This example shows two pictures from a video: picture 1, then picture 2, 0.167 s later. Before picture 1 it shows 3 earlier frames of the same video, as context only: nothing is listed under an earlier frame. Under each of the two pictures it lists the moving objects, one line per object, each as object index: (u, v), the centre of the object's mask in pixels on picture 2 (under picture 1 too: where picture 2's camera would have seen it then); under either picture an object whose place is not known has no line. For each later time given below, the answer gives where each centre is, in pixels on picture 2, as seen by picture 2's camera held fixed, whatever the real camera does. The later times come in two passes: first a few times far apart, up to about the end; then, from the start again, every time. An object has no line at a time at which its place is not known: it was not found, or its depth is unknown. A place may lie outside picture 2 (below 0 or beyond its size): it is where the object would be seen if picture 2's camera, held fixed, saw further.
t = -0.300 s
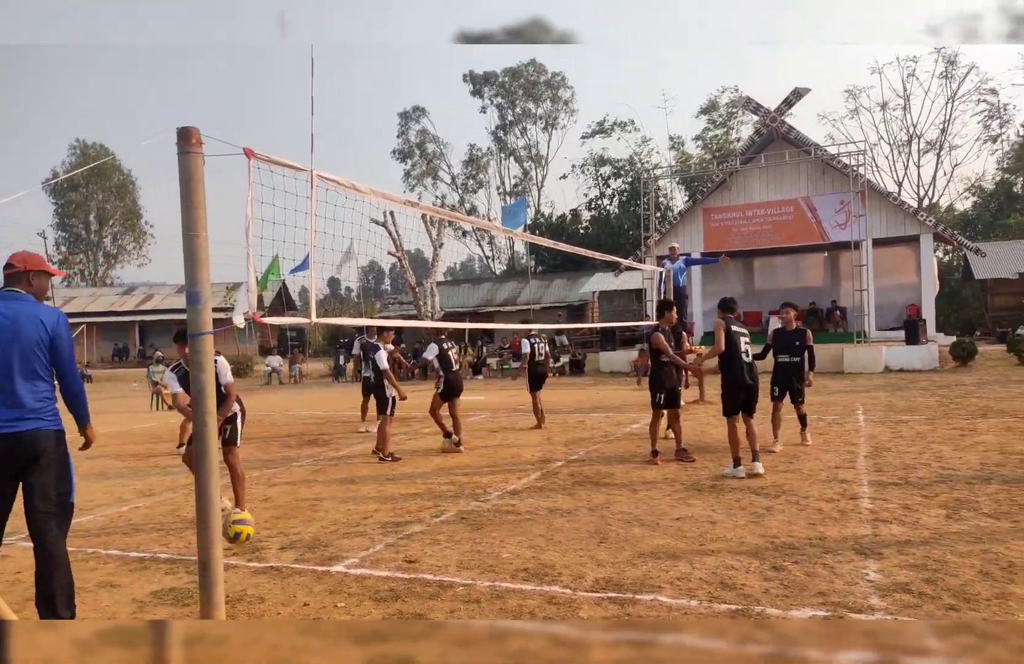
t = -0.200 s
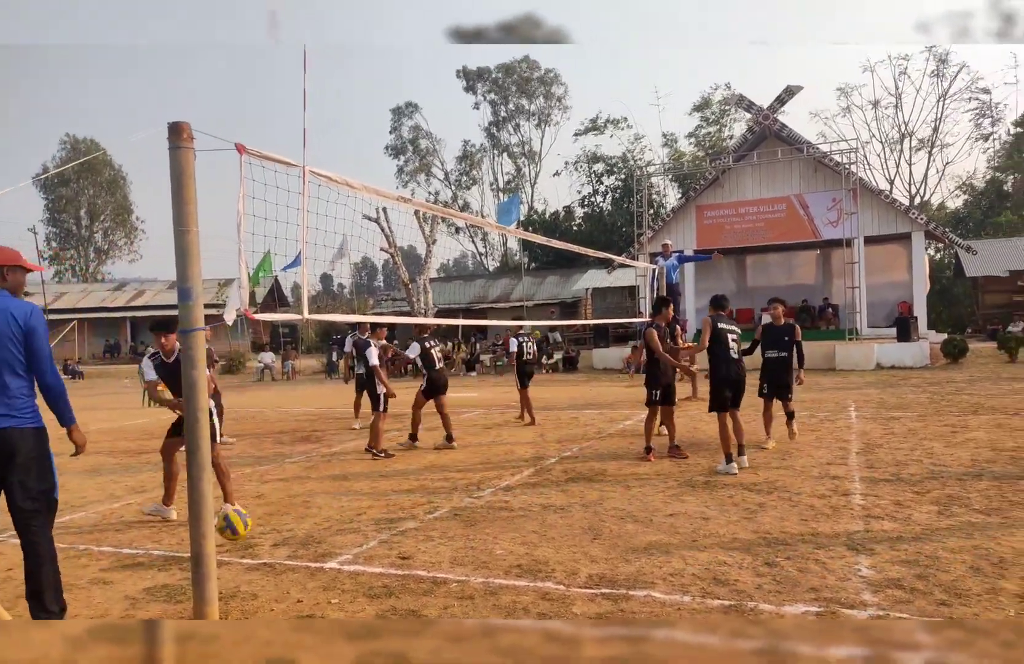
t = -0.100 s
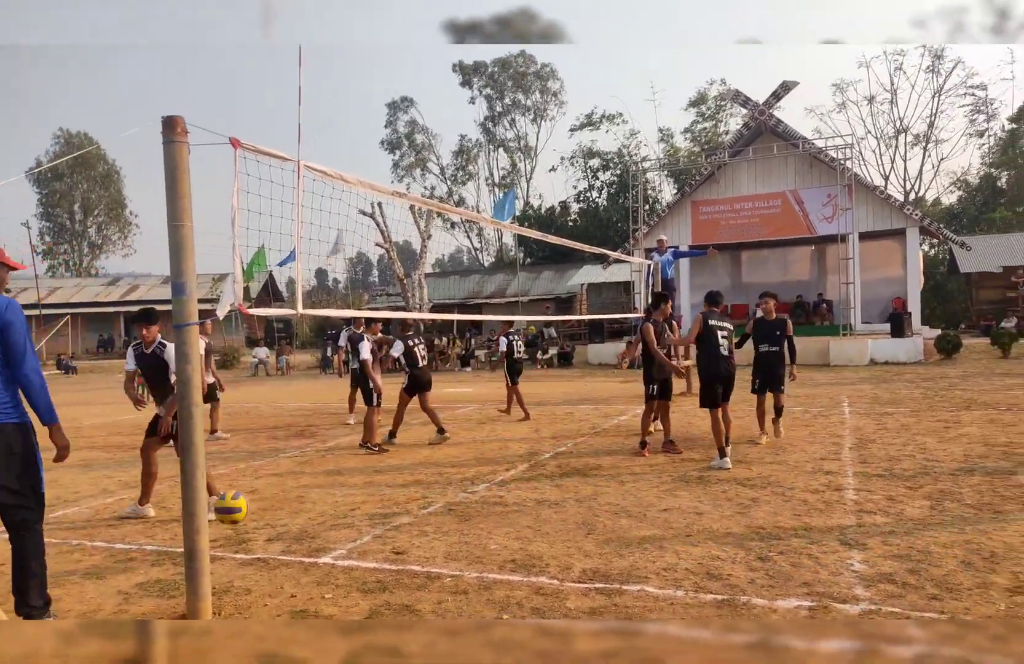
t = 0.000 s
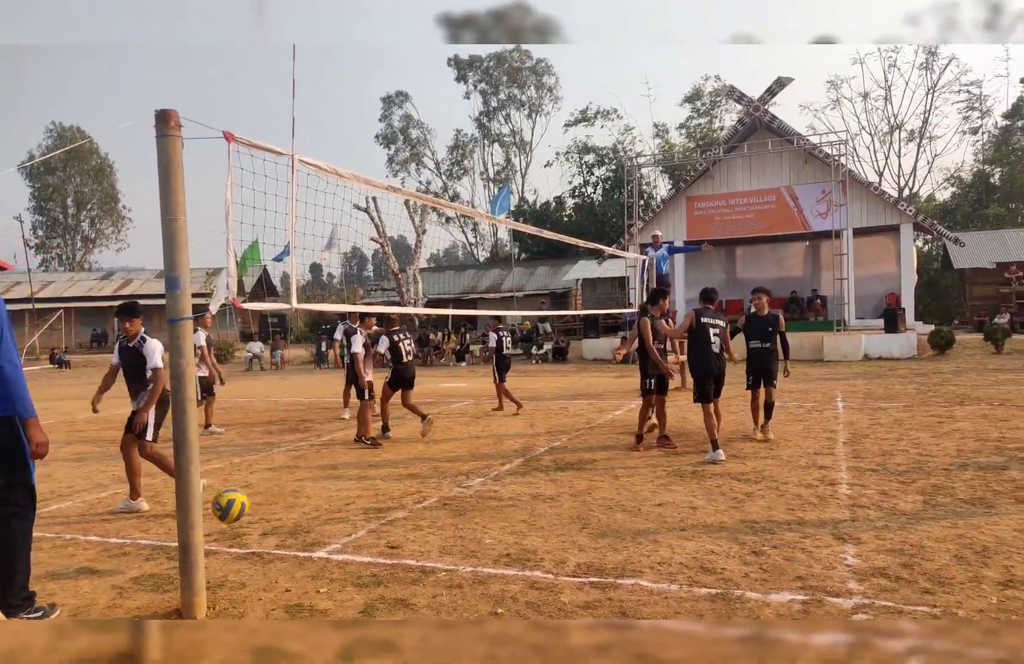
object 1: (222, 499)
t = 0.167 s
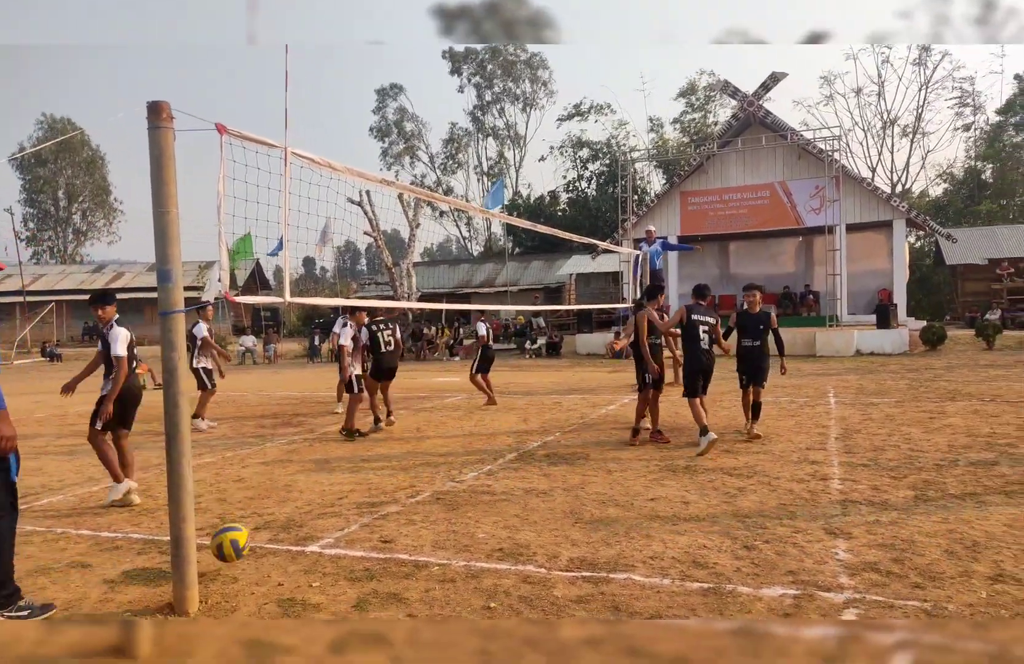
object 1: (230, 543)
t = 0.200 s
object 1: (231, 557)
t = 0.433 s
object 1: (258, 536)
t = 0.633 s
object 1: (278, 583)
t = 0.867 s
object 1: (289, 595)
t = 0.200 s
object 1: (231, 557)
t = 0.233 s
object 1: (235, 550)
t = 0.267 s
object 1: (238, 543)
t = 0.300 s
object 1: (242, 538)
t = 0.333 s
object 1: (246, 535)
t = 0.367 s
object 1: (250, 533)
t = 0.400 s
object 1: (253, 534)
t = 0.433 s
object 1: (258, 536)
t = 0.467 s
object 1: (261, 542)
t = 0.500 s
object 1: (265, 549)
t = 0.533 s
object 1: (268, 560)
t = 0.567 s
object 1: (272, 572)
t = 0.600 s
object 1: (276, 587)
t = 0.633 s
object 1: (278, 583)
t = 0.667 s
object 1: (280, 578)
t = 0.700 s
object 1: (281, 575)
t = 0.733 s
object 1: (283, 574)
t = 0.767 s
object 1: (284, 576)
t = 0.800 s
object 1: (285, 579)
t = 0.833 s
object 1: (287, 586)
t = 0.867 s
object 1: (289, 595)
